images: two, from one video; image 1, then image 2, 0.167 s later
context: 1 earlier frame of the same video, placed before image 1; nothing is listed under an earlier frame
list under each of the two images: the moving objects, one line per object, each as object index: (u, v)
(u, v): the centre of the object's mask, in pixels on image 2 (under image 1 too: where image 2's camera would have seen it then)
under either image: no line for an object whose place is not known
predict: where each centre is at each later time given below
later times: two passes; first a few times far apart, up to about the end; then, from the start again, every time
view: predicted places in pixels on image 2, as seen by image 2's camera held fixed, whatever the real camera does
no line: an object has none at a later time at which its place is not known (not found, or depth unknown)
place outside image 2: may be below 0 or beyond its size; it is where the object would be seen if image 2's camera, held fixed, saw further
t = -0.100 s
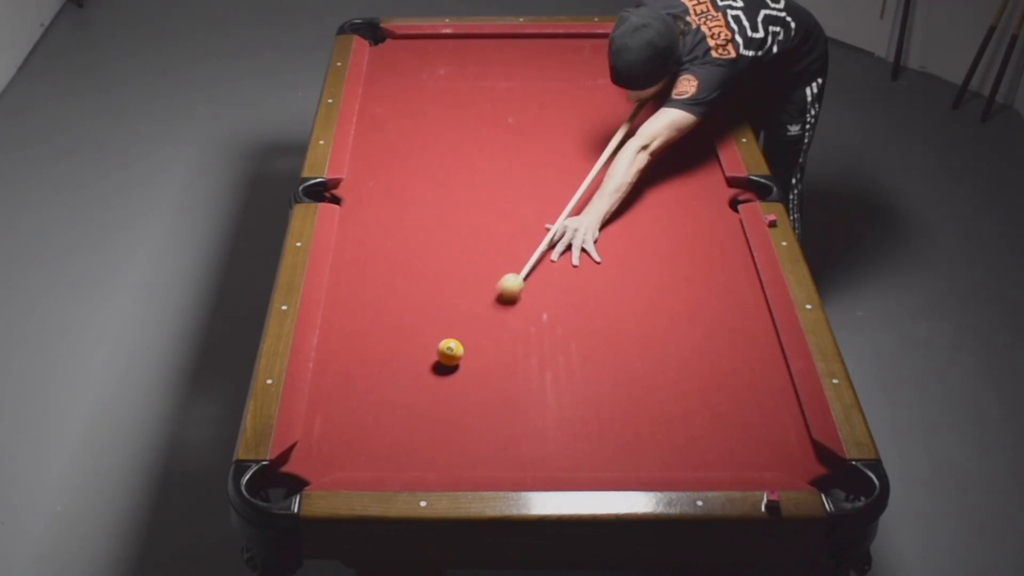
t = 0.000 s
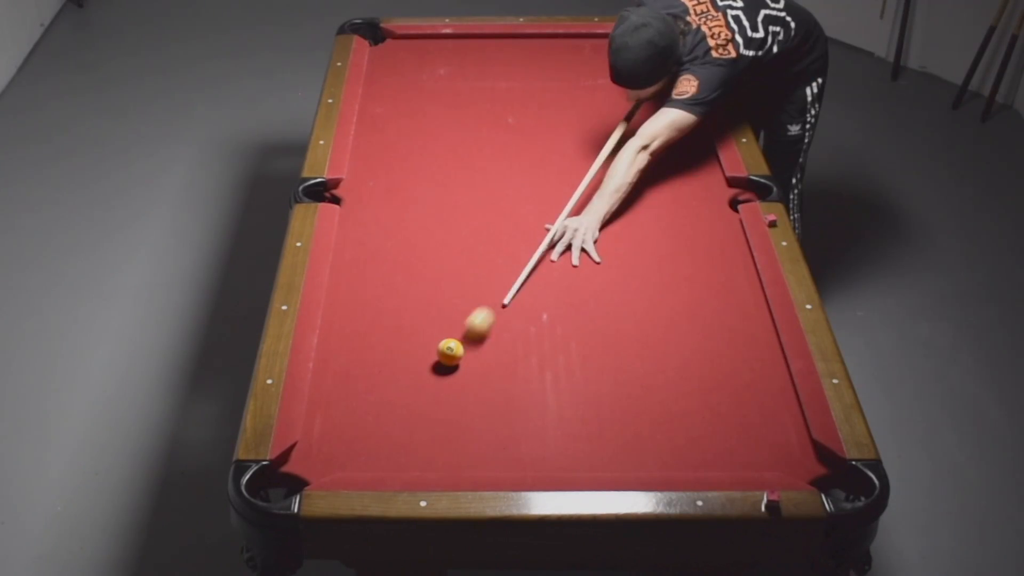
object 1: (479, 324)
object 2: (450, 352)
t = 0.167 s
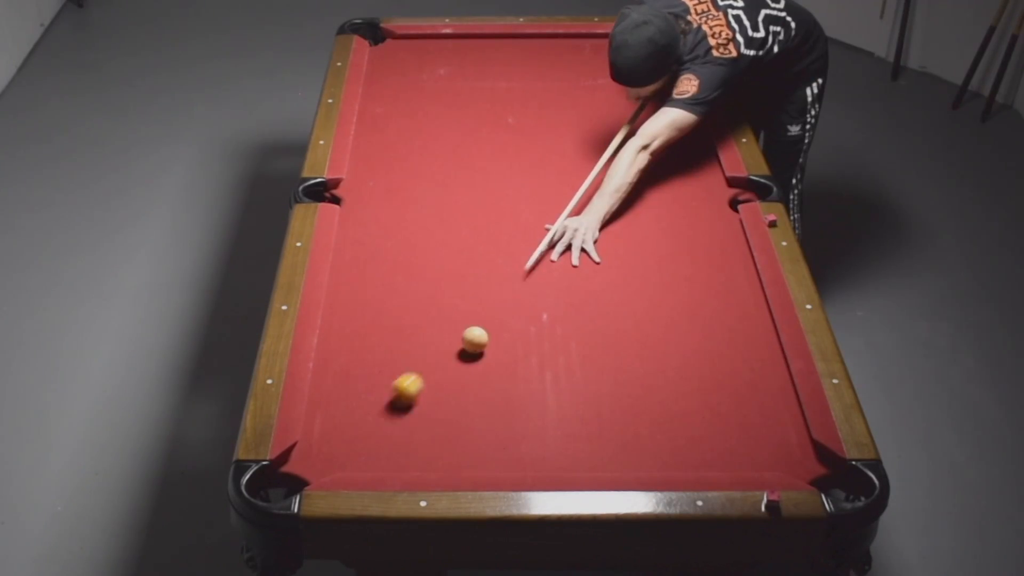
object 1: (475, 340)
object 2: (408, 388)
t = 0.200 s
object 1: (477, 340)
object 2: (397, 397)
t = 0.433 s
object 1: (489, 340)
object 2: (323, 459)
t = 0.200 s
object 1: (477, 340)
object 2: (397, 397)
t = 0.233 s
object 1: (479, 340)
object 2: (387, 406)
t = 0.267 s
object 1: (480, 340)
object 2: (376, 414)
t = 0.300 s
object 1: (482, 340)
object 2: (366, 424)
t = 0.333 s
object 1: (484, 340)
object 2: (355, 433)
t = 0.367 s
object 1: (486, 340)
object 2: (344, 441)
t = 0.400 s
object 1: (487, 340)
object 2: (334, 450)
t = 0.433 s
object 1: (489, 340)
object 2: (323, 459)
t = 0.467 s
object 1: (490, 340)
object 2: (312, 468)
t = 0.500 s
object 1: (492, 340)
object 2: (300, 478)
